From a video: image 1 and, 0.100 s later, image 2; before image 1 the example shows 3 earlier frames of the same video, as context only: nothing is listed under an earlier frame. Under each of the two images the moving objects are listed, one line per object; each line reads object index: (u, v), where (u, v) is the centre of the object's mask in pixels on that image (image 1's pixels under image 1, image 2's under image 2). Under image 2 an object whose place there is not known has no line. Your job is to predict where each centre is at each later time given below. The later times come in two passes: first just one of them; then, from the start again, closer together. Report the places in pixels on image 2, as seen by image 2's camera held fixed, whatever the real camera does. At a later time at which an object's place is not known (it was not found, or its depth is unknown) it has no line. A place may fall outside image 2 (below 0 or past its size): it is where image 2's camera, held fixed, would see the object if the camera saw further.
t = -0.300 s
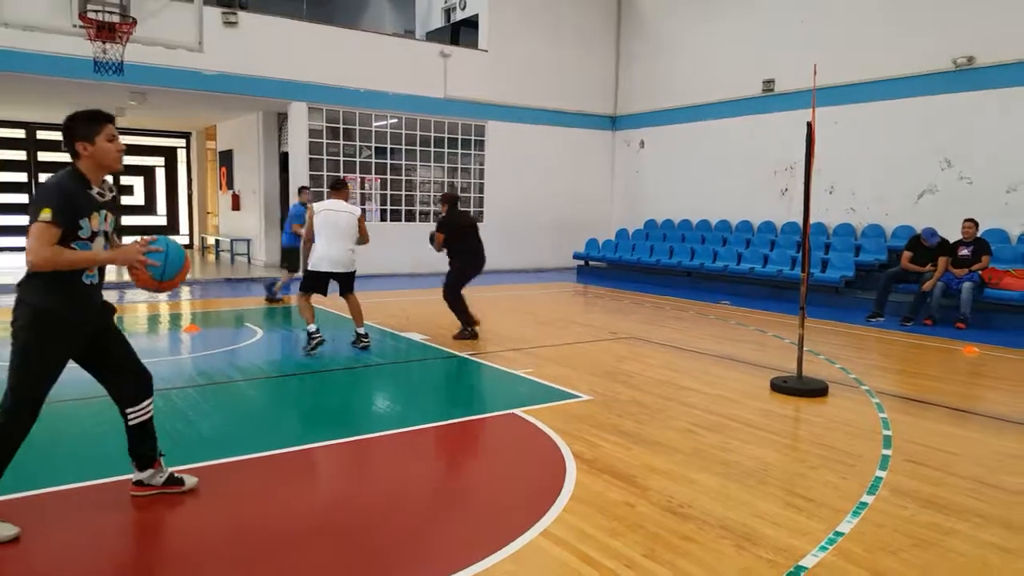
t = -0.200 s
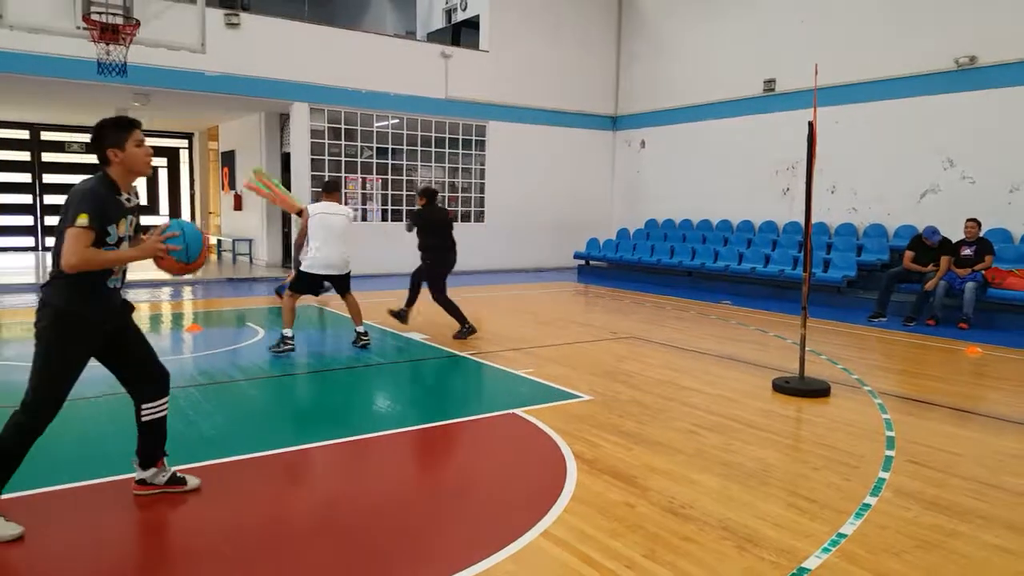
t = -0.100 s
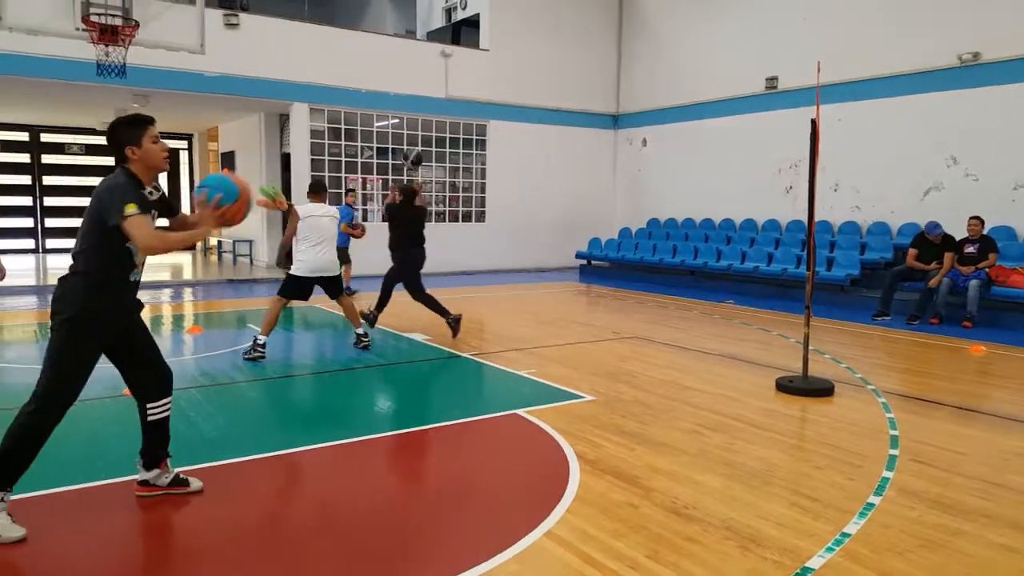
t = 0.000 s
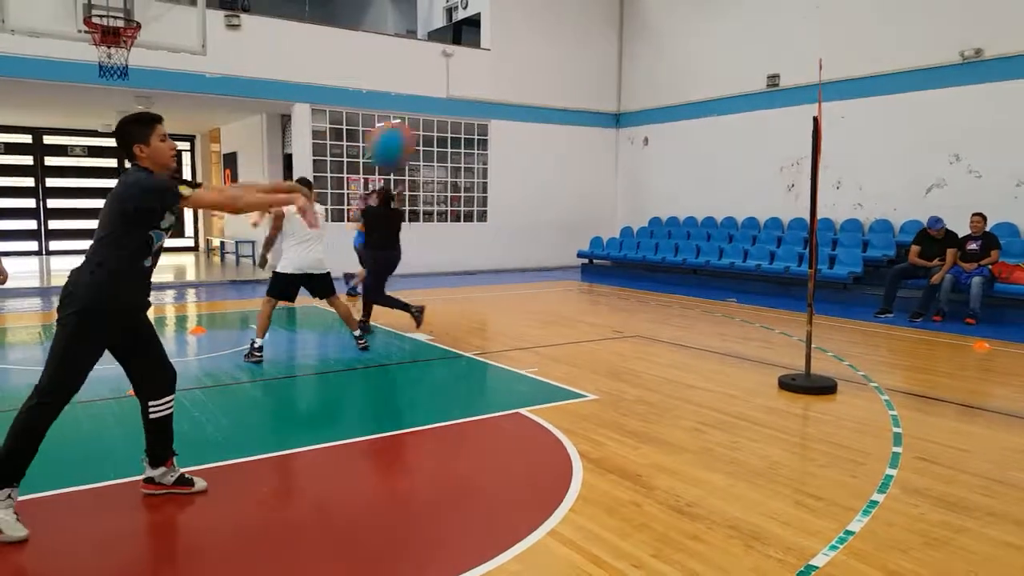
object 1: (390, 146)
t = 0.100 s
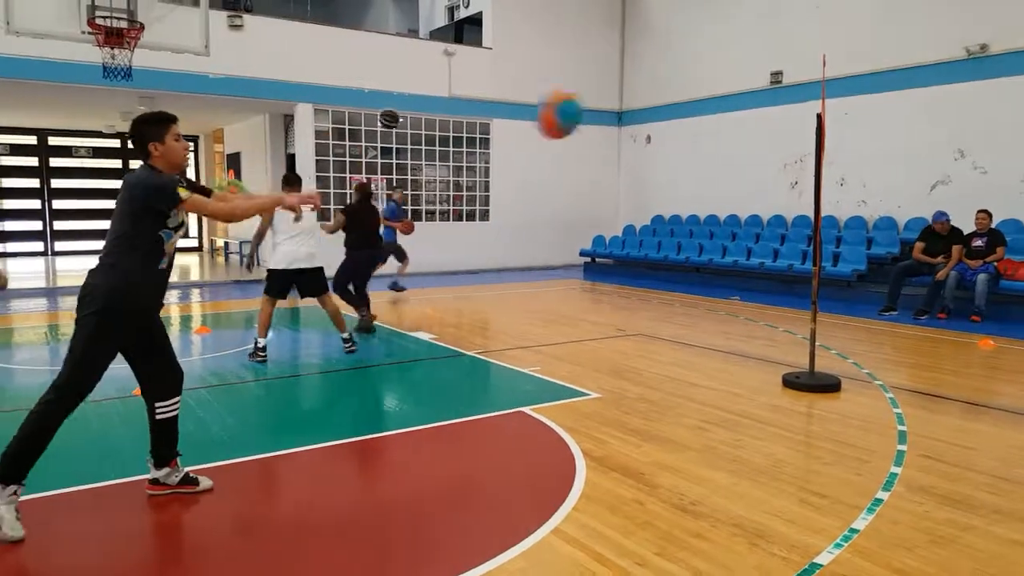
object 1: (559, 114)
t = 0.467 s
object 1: (981, 157)
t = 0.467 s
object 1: (981, 157)
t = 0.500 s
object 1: (998, 171)
